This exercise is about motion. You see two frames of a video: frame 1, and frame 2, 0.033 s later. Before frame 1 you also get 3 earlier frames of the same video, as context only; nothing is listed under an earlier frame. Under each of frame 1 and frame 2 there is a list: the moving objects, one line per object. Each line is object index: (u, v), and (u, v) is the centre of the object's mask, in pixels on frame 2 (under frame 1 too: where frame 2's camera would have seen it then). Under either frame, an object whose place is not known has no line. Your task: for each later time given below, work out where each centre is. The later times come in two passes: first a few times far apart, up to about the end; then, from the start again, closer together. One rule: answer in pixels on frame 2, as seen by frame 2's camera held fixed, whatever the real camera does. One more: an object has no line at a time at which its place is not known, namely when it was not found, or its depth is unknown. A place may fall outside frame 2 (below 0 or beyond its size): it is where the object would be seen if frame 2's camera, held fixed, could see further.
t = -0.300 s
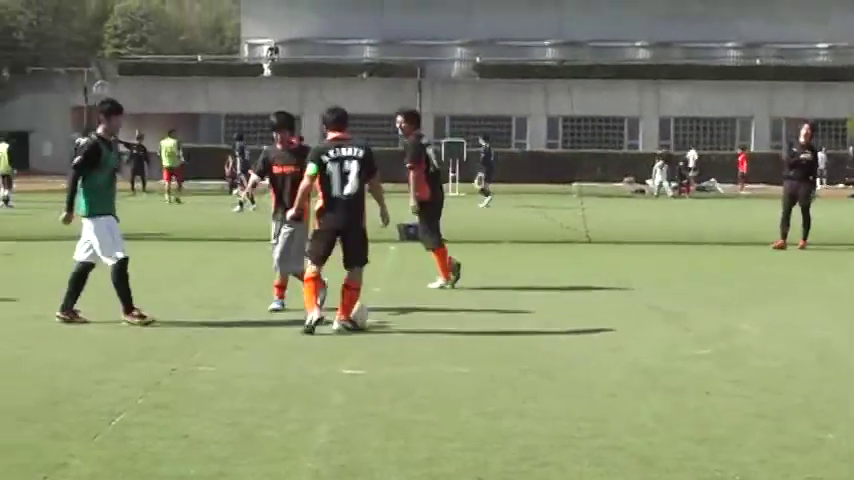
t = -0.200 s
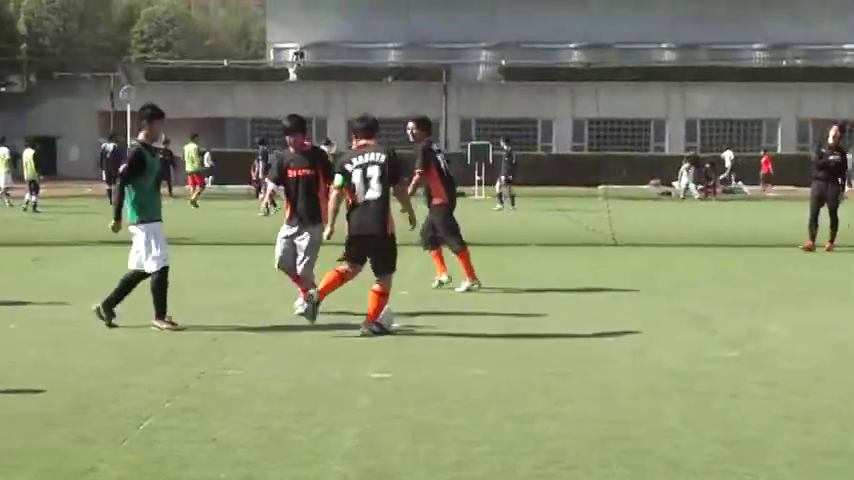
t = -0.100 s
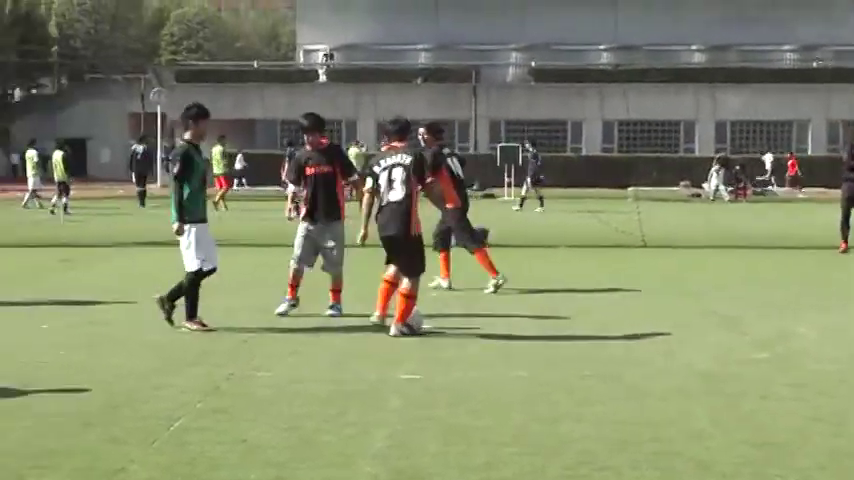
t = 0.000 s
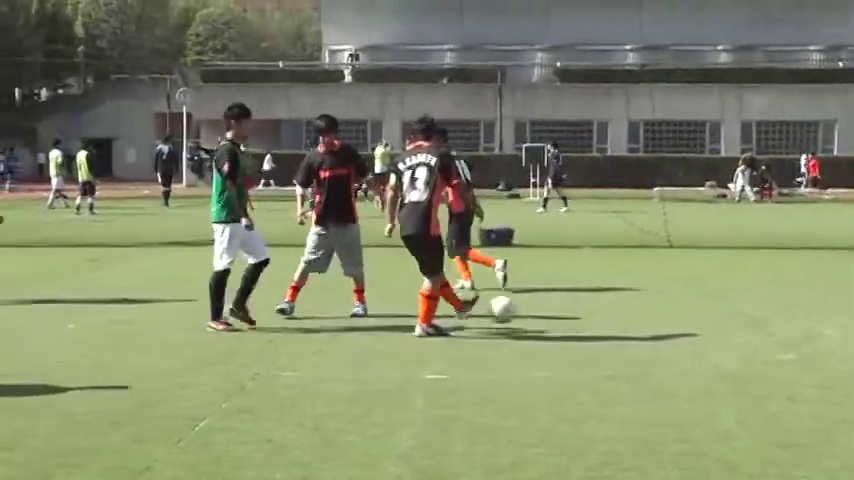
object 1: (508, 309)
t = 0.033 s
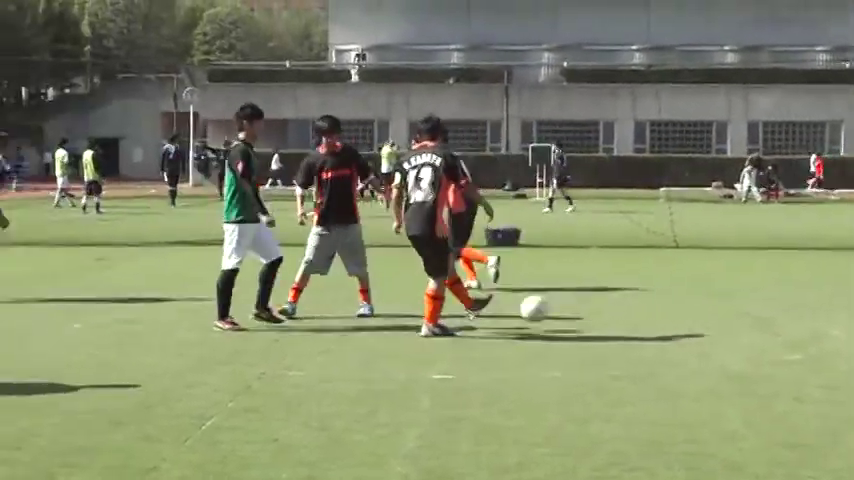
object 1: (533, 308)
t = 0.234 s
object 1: (679, 311)
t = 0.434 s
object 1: (791, 314)
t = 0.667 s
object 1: (889, 315)
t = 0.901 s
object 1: (972, 317)
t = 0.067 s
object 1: (560, 308)
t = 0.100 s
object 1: (586, 310)
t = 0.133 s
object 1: (612, 312)
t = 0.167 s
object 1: (638, 316)
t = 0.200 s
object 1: (658, 314)
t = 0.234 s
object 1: (679, 311)
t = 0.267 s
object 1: (698, 310)
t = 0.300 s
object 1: (718, 310)
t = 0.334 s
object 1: (738, 313)
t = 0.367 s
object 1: (758, 315)
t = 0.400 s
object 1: (775, 314)
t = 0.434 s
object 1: (791, 314)
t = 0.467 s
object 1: (808, 314)
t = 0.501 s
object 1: (824, 314)
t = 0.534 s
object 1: (838, 313)
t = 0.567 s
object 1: (852, 314)
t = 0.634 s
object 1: (879, 315)
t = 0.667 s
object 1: (889, 315)
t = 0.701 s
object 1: (901, 315)
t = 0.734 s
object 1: (912, 316)
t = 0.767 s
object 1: (923, 316)
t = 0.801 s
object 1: (935, 315)
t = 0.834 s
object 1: (947, 317)
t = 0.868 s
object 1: (960, 317)
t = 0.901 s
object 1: (972, 317)
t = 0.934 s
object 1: (983, 317)
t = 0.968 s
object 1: (995, 317)
